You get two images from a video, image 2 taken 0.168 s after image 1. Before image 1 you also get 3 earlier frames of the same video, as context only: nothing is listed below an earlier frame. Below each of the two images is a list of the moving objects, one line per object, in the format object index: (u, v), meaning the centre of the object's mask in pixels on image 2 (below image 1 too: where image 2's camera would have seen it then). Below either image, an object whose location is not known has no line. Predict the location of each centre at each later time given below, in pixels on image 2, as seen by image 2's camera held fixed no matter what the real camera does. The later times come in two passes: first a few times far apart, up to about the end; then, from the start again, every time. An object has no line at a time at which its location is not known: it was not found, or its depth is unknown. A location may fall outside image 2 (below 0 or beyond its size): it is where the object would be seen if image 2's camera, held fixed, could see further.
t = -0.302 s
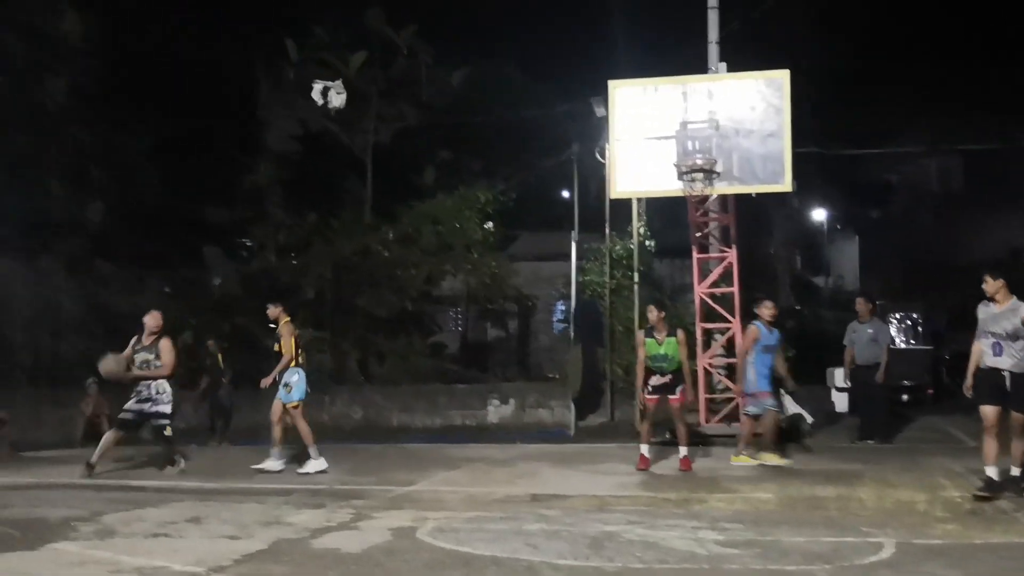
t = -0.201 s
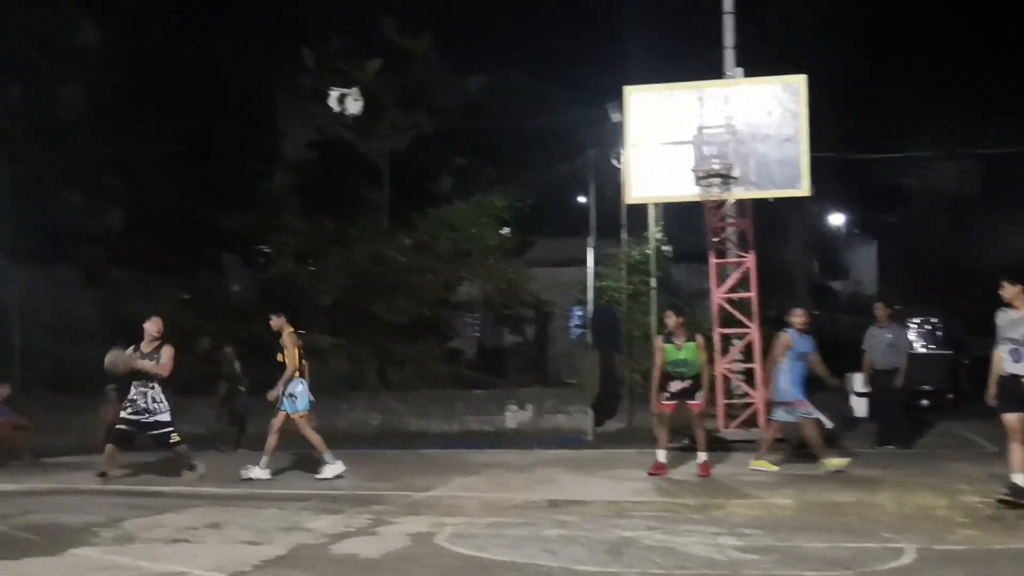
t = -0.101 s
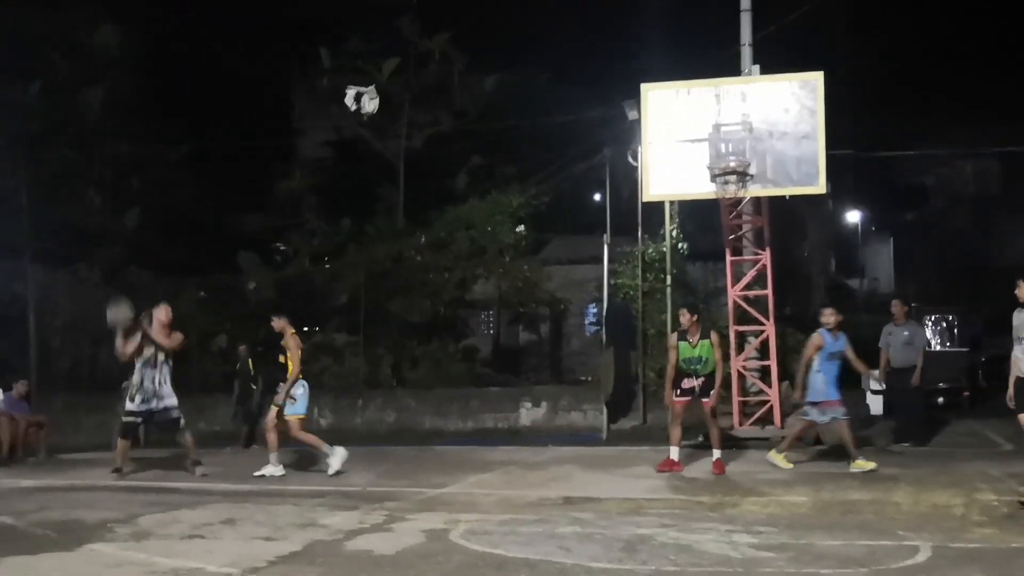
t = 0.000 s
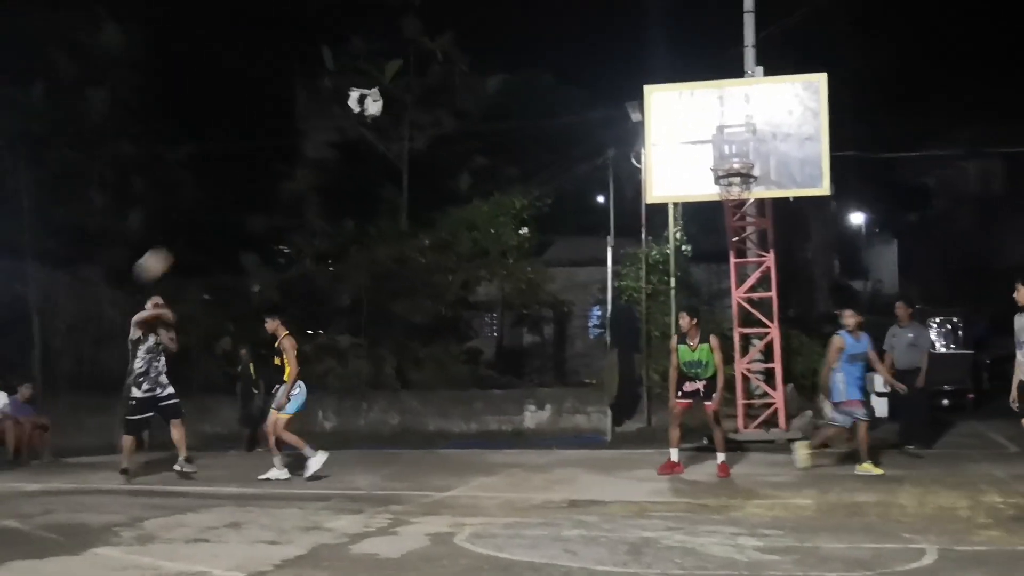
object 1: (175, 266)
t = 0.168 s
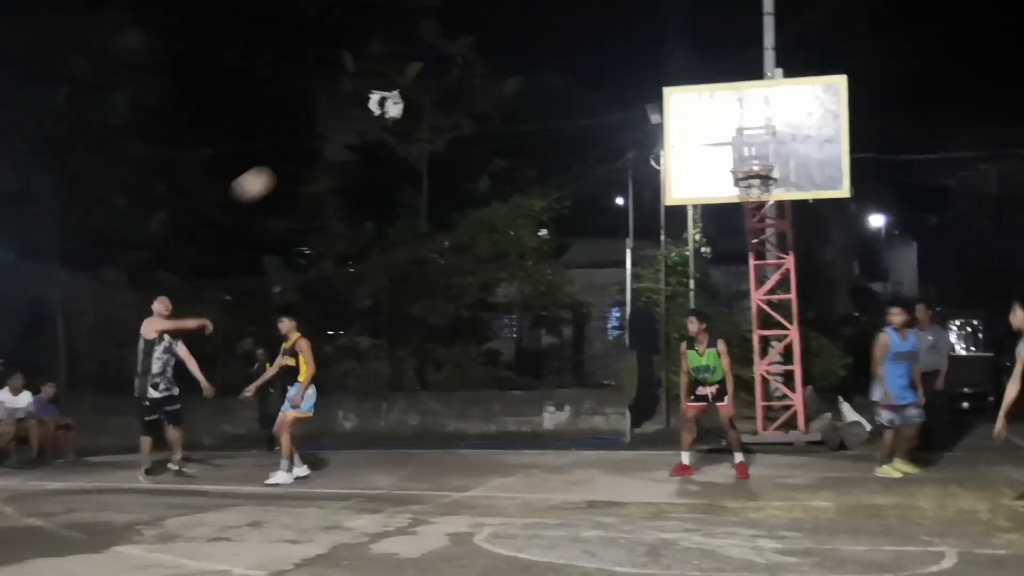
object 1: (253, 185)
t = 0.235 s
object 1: (290, 157)
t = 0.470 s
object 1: (440, 84)
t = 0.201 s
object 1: (271, 171)
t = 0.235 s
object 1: (290, 157)
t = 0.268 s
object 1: (309, 144)
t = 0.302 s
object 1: (331, 132)
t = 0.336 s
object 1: (351, 121)
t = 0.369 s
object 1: (369, 111)
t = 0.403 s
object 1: (392, 100)
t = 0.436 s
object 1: (416, 91)
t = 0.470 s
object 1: (440, 84)
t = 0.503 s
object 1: (466, 78)
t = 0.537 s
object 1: (492, 73)
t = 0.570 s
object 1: (521, 70)
